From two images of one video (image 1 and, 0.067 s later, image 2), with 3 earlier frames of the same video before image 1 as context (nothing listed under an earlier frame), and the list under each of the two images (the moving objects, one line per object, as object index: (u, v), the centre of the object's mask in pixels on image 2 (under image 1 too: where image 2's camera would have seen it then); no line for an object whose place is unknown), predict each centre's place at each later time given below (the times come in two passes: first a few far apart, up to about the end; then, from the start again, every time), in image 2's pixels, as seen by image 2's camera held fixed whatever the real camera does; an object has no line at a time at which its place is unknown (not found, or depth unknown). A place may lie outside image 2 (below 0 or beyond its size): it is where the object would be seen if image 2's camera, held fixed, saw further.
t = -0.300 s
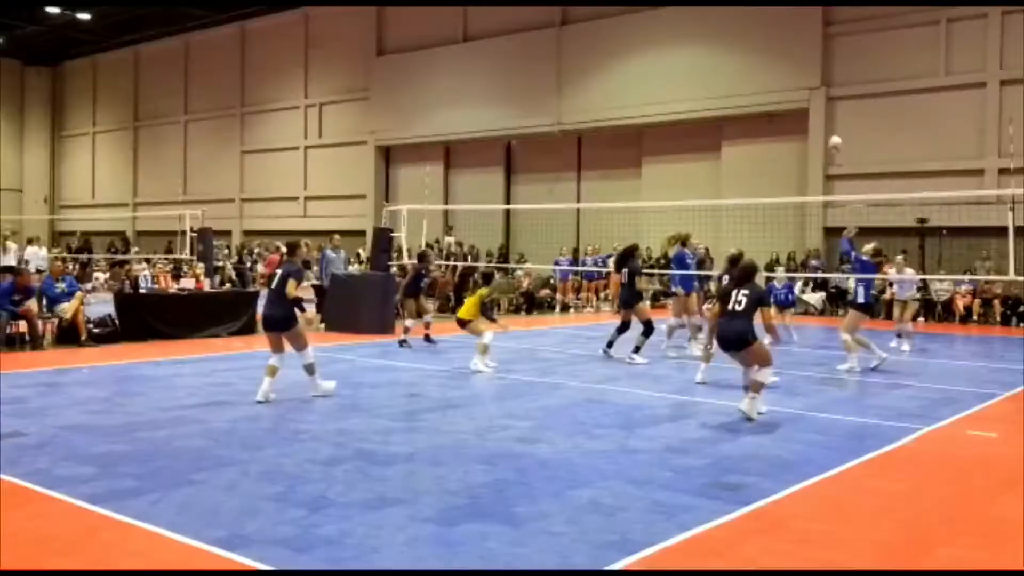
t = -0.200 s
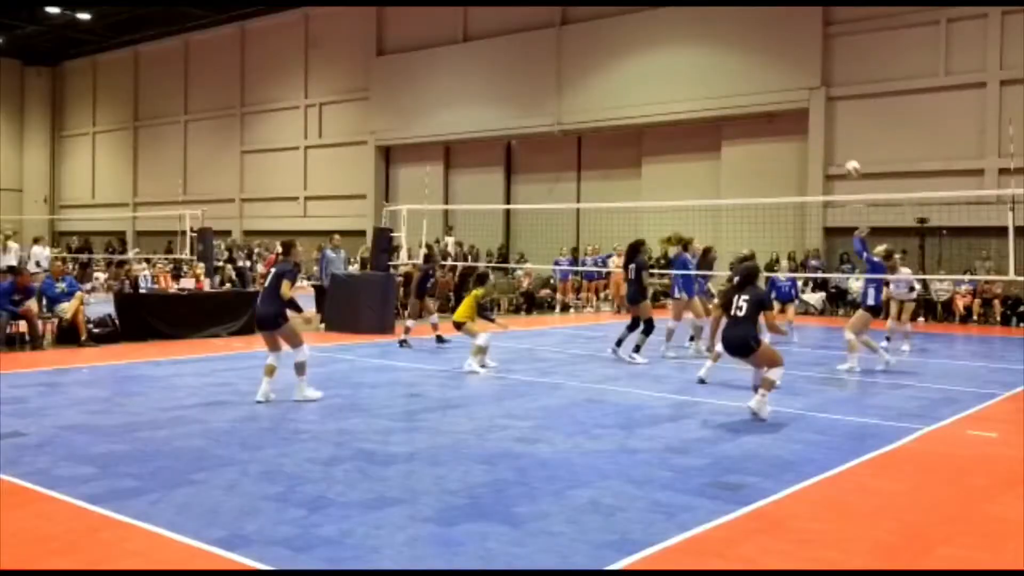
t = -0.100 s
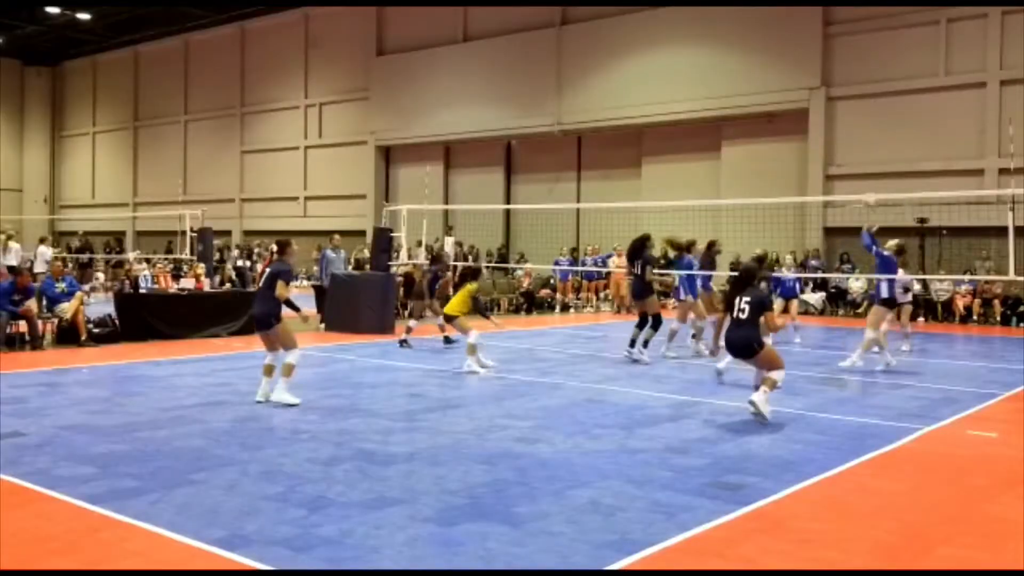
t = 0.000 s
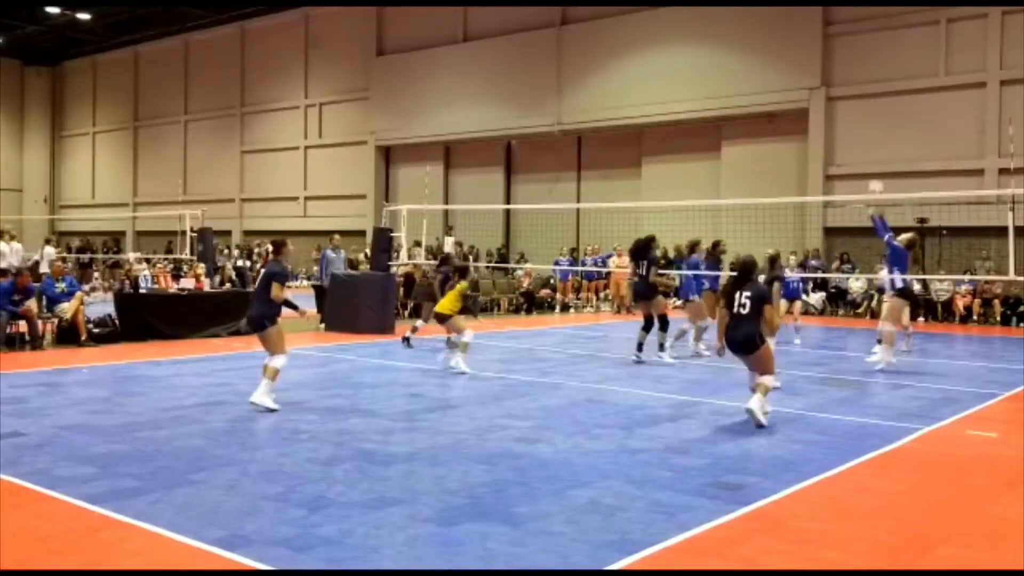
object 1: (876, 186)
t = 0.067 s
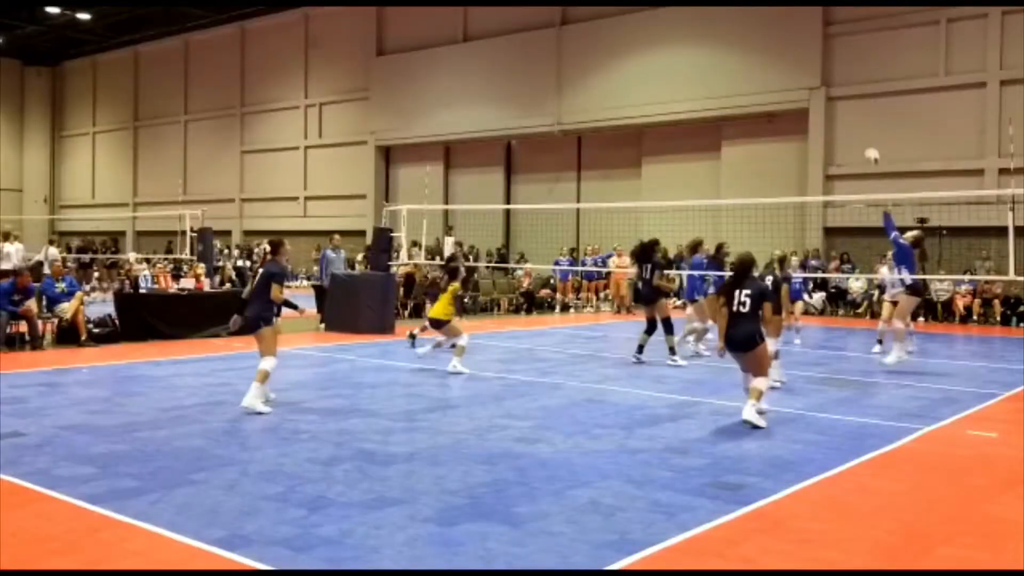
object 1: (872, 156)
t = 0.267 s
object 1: (861, 83)
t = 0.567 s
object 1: (843, 35)
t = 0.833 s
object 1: (829, 43)
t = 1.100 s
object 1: (815, 90)
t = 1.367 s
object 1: (802, 174)
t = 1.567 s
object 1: (794, 257)
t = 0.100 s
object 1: (870, 141)
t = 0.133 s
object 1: (868, 127)
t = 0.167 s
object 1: (866, 115)
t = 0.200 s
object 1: (864, 103)
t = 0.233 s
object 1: (862, 93)
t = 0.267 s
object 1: (861, 83)
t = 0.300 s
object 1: (859, 74)
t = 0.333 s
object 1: (856, 67)
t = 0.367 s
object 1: (855, 60)
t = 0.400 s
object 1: (853, 54)
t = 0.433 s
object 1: (851, 48)
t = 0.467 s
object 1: (849, 44)
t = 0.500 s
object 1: (847, 40)
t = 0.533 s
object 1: (845, 37)
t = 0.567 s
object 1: (843, 35)
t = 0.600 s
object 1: (841, 33)
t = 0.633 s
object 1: (839, 32)
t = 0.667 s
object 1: (838, 32)
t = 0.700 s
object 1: (836, 33)
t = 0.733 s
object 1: (834, 34)
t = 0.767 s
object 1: (832, 36)
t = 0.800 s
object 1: (831, 39)
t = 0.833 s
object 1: (829, 43)
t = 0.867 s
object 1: (827, 47)
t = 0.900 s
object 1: (826, 51)
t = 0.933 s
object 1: (823, 57)
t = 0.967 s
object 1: (822, 62)
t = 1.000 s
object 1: (820, 69)
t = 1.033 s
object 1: (818, 75)
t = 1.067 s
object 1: (817, 83)
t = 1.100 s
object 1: (815, 90)
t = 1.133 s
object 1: (813, 99)
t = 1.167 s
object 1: (811, 108)
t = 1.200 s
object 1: (809, 118)
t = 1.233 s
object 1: (808, 128)
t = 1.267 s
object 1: (807, 139)
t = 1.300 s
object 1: (805, 150)
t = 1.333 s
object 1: (804, 162)
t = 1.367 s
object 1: (802, 174)
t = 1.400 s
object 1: (801, 187)
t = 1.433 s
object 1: (800, 199)
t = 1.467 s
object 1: (798, 213)
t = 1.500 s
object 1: (797, 228)
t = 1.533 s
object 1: (795, 242)
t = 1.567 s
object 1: (794, 257)
